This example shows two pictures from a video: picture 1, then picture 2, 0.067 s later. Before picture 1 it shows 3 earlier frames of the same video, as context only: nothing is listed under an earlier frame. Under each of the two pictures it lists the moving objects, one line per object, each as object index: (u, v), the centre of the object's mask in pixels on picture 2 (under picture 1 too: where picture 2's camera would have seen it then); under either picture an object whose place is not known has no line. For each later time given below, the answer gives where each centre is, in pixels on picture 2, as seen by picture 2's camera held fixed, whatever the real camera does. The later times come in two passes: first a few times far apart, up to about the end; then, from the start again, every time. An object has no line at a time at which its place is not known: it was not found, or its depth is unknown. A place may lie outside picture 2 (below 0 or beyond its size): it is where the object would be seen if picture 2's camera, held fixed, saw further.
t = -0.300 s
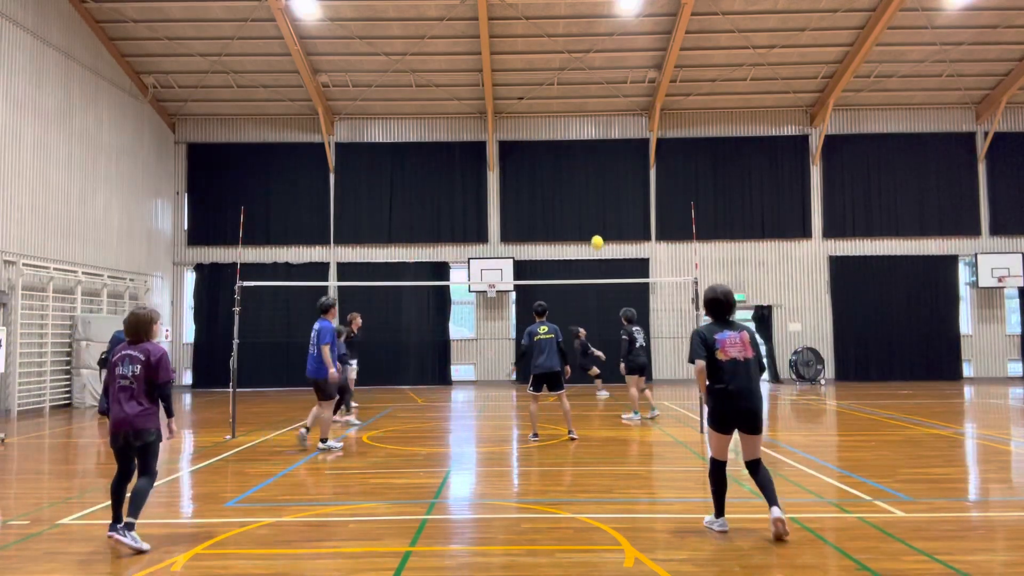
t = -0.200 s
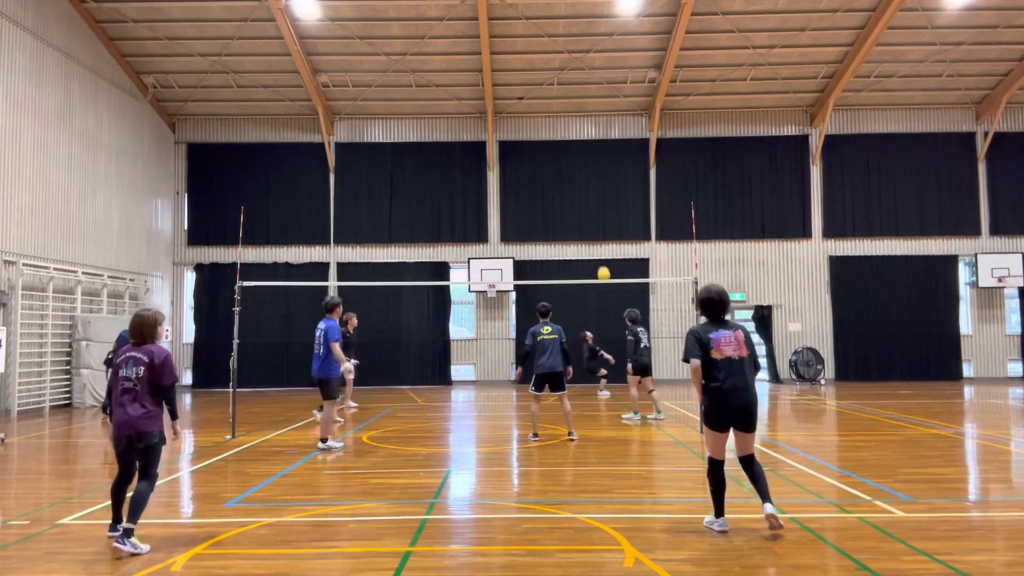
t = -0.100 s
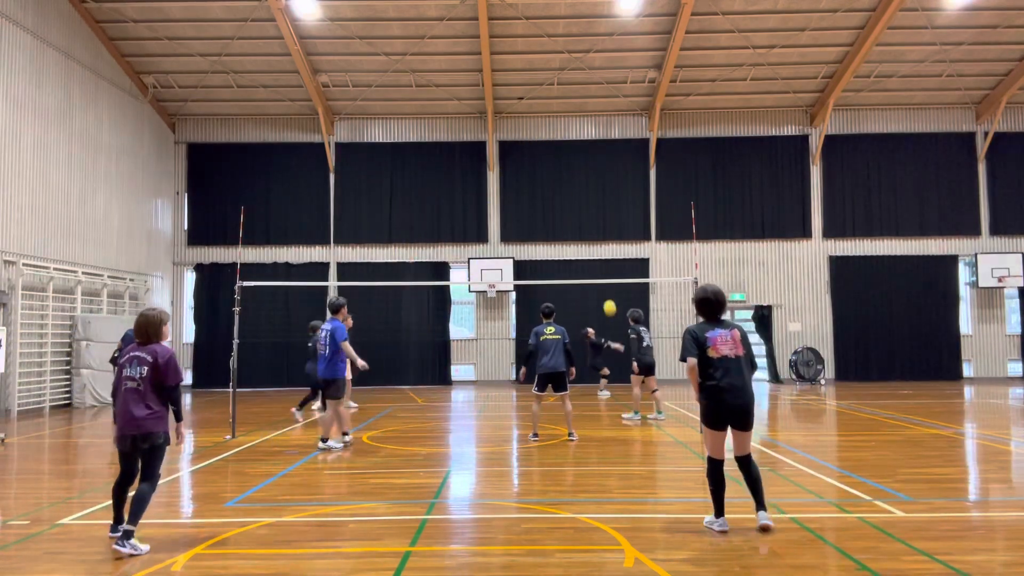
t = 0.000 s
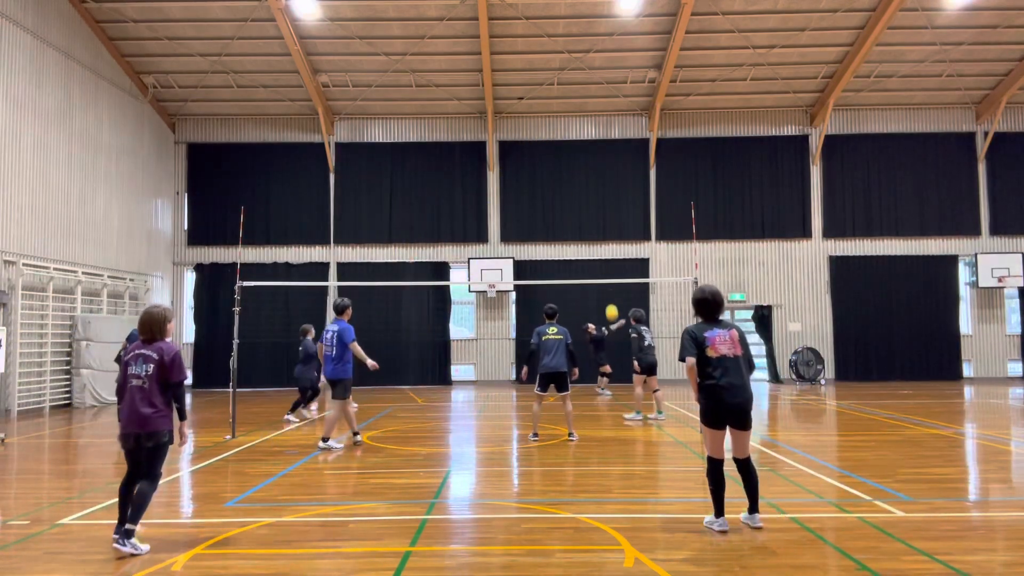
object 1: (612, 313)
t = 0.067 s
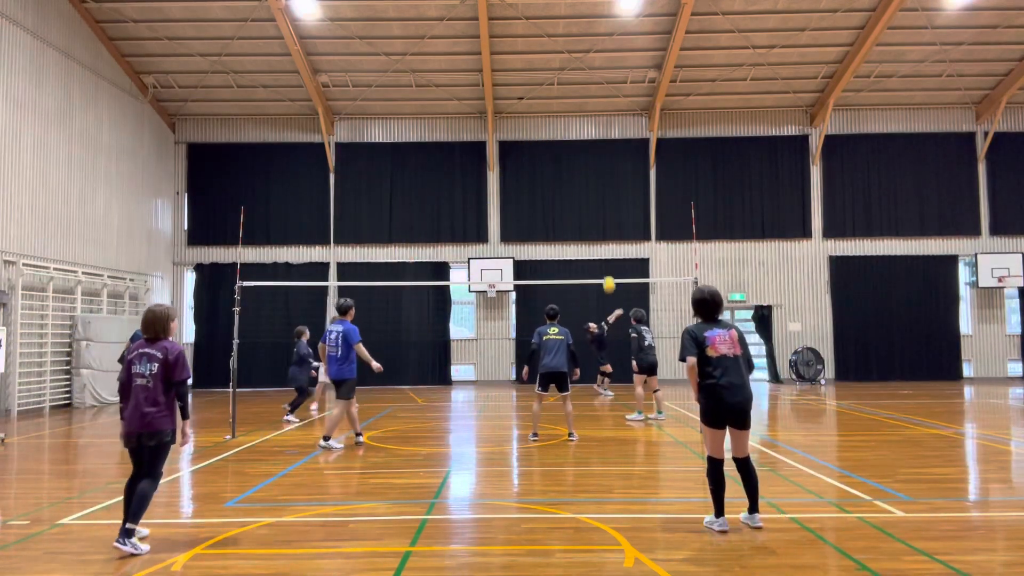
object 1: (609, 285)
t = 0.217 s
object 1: (601, 228)
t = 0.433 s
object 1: (592, 164)
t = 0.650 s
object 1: (586, 123)
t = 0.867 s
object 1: (579, 106)
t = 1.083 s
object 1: (571, 115)
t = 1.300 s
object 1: (564, 150)
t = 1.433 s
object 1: (560, 185)
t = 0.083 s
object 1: (608, 277)
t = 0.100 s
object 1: (607, 271)
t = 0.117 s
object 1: (606, 265)
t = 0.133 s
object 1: (605, 259)
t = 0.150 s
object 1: (604, 251)
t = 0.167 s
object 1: (603, 245)
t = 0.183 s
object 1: (603, 239)
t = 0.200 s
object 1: (602, 233)
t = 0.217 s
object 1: (601, 228)
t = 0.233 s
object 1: (600, 222)
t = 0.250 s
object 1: (599, 217)
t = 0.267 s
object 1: (598, 211)
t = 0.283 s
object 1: (598, 206)
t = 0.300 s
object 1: (597, 201)
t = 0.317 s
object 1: (596, 196)
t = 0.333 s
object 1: (595, 191)
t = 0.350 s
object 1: (595, 186)
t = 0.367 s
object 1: (594, 181)
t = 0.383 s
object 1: (594, 177)
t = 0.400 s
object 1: (593, 173)
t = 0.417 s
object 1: (593, 168)
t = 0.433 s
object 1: (592, 164)
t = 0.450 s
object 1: (592, 160)
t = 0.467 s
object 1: (591, 156)
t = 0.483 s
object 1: (591, 153)
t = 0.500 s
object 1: (590, 149)
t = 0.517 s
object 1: (590, 146)
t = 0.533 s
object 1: (589, 142)
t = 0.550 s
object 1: (589, 139)
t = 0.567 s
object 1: (589, 136)
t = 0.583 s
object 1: (588, 133)
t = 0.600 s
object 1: (587, 130)
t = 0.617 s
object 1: (587, 128)
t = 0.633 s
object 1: (587, 125)
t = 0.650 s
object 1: (586, 123)
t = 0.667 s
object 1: (586, 121)
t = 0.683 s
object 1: (585, 119)
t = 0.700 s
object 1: (585, 117)
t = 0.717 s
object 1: (584, 115)
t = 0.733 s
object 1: (583, 113)
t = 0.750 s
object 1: (583, 112)
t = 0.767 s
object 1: (582, 111)
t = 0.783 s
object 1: (581, 110)
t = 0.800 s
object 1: (581, 109)
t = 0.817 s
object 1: (580, 108)
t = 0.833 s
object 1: (580, 107)
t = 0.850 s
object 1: (579, 107)
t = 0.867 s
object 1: (579, 106)
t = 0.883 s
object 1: (578, 106)
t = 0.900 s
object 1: (578, 106)
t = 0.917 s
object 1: (577, 106)
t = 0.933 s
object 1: (577, 106)
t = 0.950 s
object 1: (576, 107)
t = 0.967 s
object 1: (575, 107)
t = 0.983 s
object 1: (575, 107)
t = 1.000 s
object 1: (574, 108)
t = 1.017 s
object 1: (573, 109)
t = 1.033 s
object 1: (573, 111)
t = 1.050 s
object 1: (573, 112)
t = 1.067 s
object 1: (572, 113)
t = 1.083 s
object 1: (571, 115)
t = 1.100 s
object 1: (571, 116)
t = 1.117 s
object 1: (570, 119)
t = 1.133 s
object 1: (570, 120)
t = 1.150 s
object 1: (569, 122)
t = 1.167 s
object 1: (569, 125)
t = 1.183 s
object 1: (568, 128)
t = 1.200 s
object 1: (568, 130)
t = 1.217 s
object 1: (567, 134)
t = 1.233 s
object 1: (566, 137)
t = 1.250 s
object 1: (566, 139)
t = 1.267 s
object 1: (565, 143)
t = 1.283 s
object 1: (565, 147)
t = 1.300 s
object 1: (564, 150)
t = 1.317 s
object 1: (564, 154)
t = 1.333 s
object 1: (563, 158)
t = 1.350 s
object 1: (563, 162)
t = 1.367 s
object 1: (562, 166)
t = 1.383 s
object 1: (561, 171)
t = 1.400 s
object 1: (561, 175)
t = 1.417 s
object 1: (560, 180)
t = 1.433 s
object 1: (560, 185)
